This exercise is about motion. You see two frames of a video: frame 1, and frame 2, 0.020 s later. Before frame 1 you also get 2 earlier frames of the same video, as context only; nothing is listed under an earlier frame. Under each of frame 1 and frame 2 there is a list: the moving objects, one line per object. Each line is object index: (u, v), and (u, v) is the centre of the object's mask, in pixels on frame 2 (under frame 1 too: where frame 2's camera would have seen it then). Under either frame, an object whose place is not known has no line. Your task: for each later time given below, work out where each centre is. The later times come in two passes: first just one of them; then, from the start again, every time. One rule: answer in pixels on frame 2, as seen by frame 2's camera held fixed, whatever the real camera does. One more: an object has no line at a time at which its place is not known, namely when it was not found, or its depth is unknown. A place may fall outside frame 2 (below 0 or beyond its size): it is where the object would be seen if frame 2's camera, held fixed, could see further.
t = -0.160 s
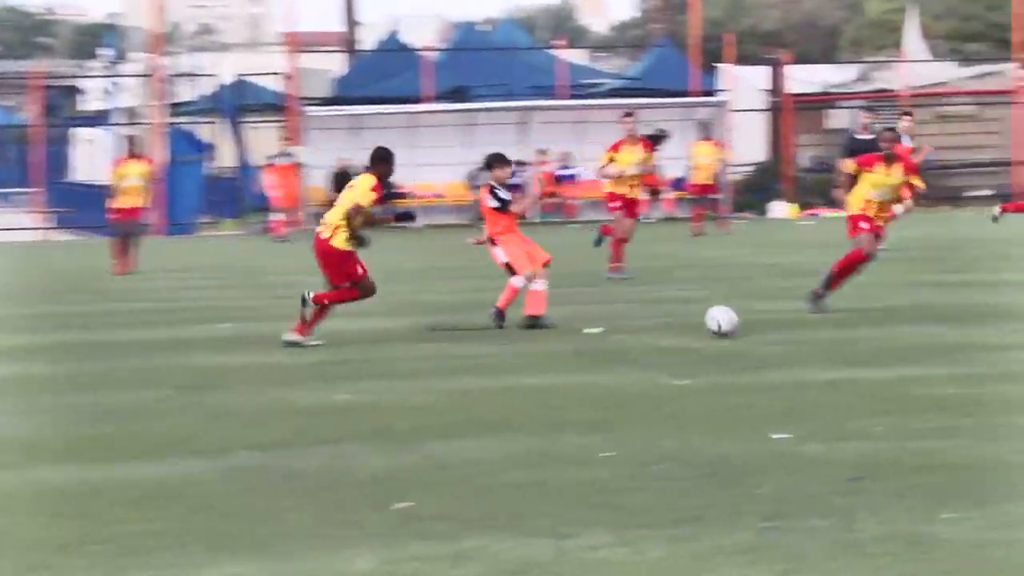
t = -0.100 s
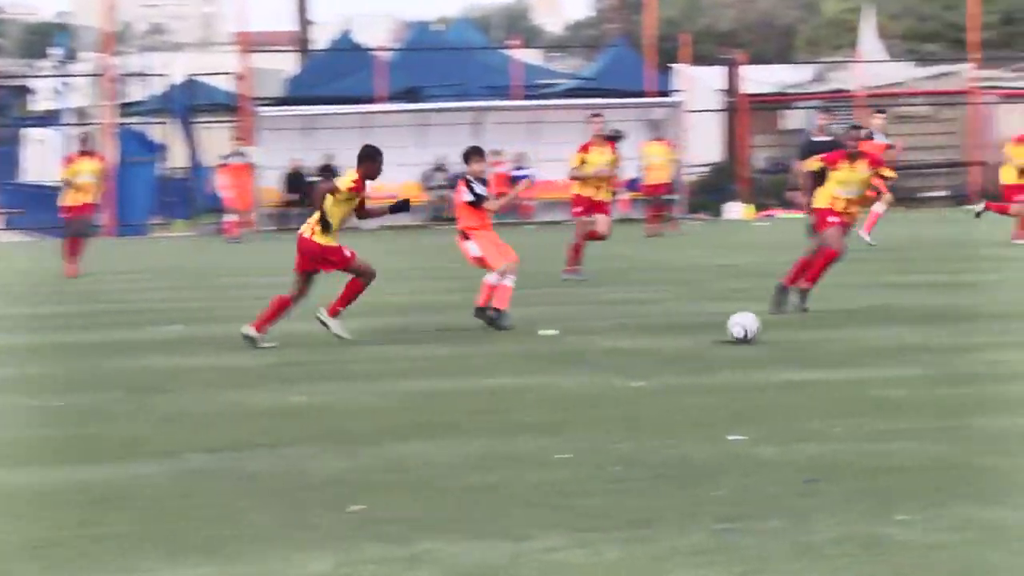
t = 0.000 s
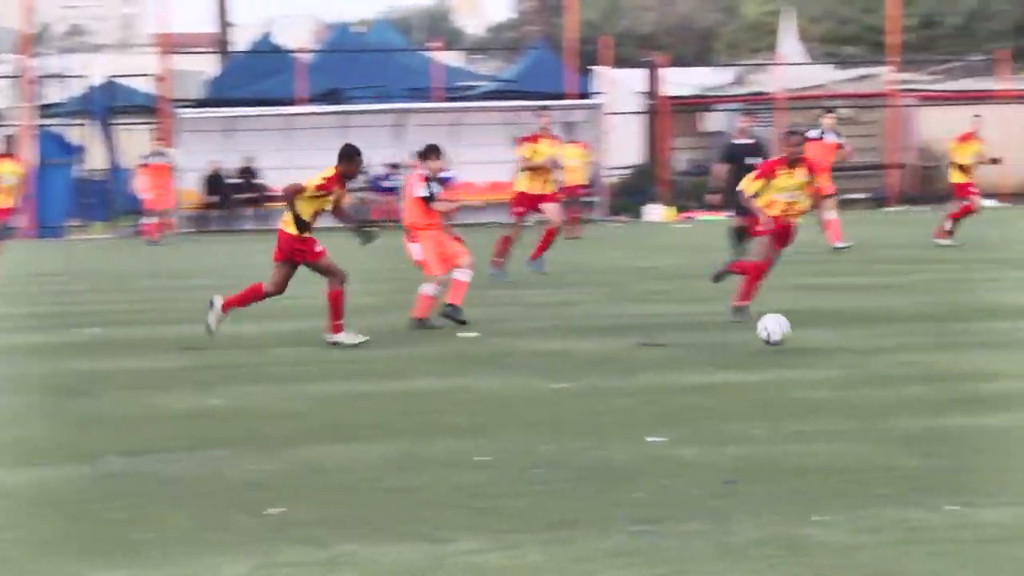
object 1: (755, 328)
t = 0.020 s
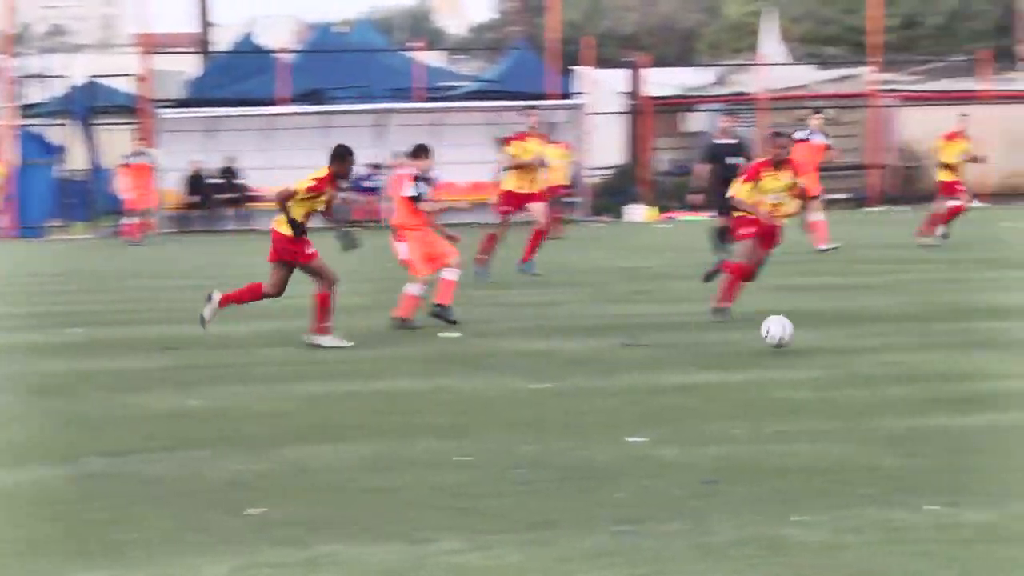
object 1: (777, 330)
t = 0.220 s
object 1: (1006, 353)
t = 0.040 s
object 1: (799, 333)
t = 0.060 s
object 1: (822, 336)
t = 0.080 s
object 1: (845, 340)
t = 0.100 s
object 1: (868, 341)
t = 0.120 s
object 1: (891, 343)
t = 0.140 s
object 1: (913, 346)
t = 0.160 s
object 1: (936, 348)
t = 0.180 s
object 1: (959, 349)
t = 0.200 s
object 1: (982, 351)
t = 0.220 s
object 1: (1006, 353)
